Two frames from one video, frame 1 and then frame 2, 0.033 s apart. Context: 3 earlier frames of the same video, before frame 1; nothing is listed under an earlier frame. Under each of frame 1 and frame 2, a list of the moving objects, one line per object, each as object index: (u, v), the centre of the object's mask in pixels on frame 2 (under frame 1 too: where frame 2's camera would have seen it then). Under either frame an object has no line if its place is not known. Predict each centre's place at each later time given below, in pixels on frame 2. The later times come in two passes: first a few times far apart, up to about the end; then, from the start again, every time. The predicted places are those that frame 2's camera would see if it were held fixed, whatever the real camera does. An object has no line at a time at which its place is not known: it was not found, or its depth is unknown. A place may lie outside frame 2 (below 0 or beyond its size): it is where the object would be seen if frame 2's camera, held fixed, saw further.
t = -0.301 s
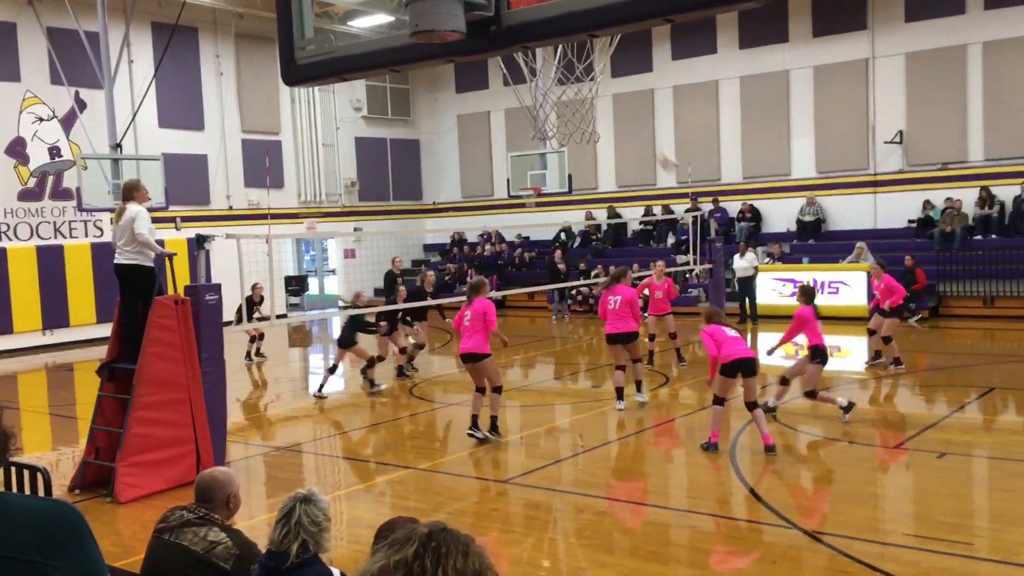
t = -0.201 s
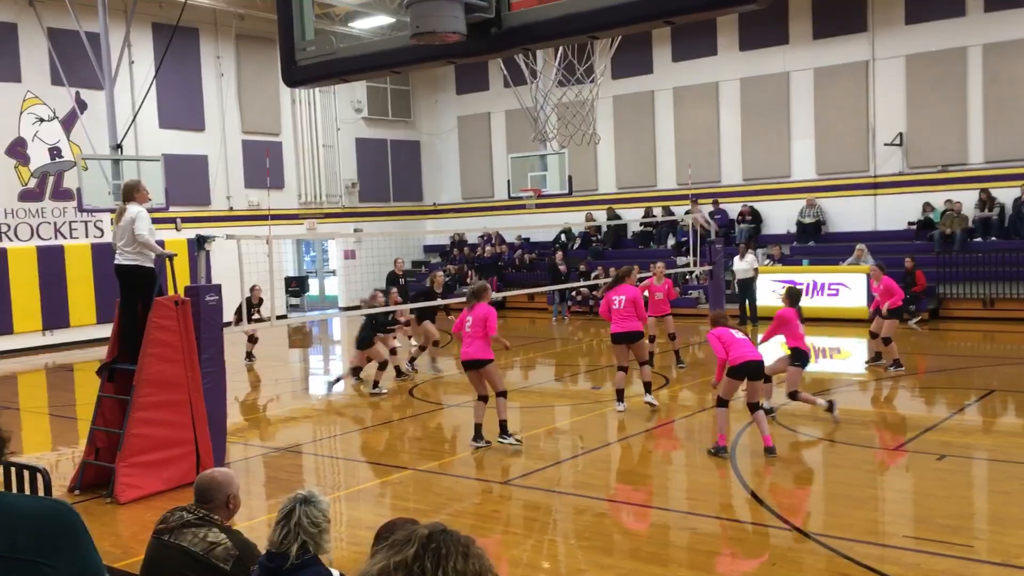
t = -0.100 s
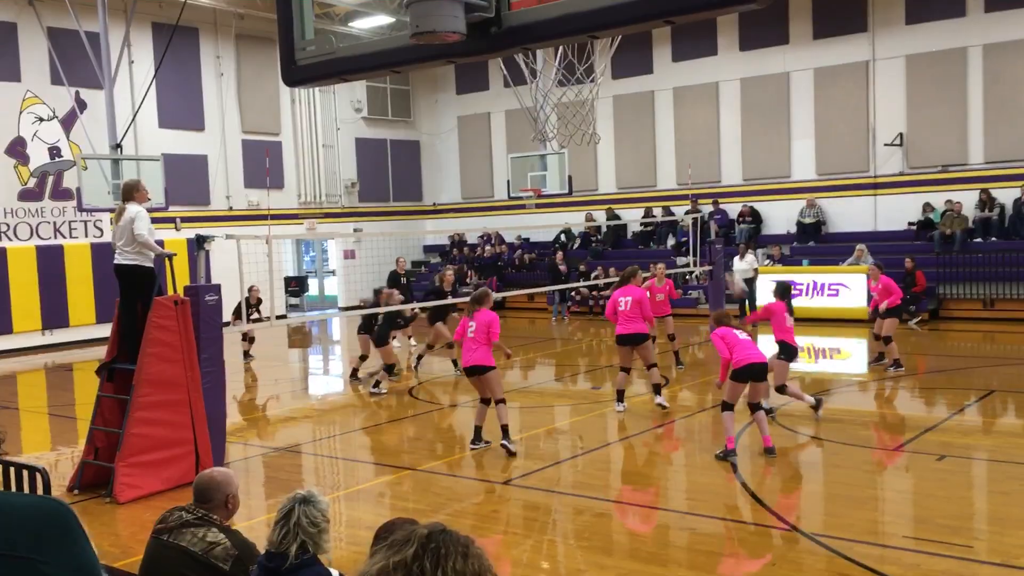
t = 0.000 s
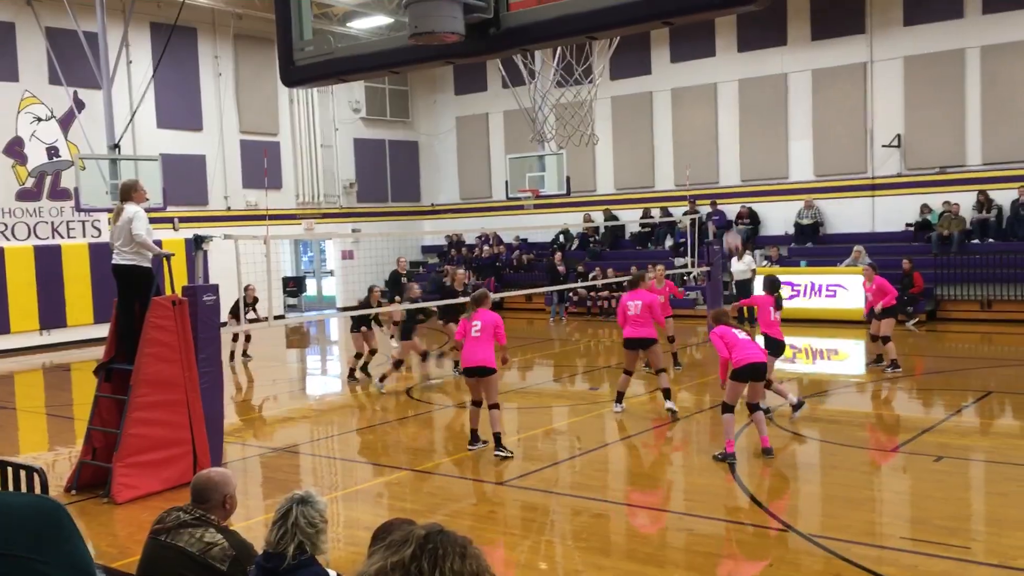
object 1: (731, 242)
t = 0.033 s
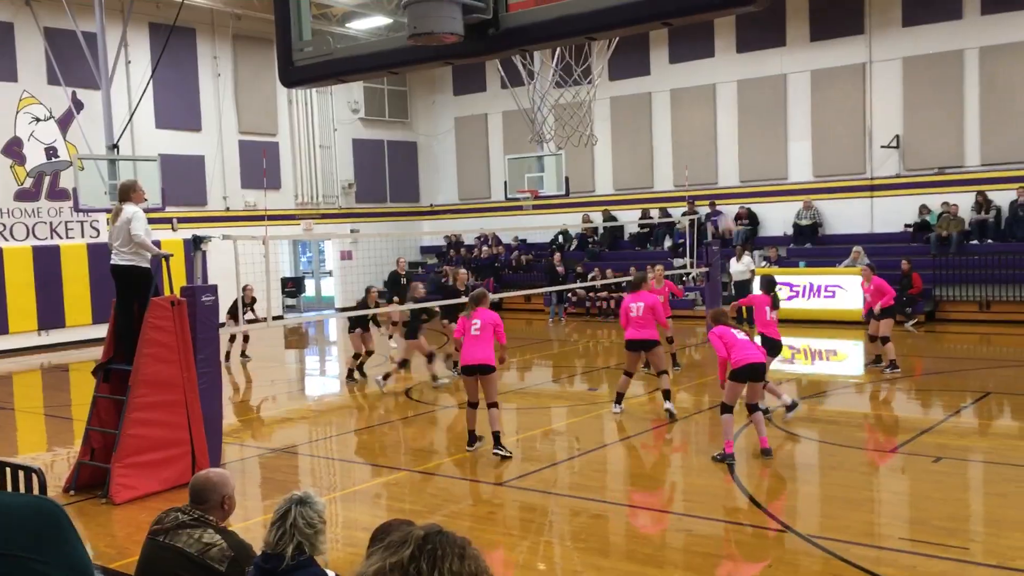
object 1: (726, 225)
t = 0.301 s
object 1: (700, 125)
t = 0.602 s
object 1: (679, 94)
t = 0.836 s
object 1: (667, 114)
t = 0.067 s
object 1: (721, 208)
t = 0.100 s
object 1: (719, 193)
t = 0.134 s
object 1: (715, 178)
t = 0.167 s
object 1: (712, 166)
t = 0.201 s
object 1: (709, 154)
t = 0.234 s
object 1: (706, 143)
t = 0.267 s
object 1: (702, 134)
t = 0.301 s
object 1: (700, 125)
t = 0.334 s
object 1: (698, 118)
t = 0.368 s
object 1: (695, 112)
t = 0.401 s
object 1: (693, 107)
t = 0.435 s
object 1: (690, 103)
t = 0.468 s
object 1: (687, 99)
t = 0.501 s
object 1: (685, 96)
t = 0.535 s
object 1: (682, 94)
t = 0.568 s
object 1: (681, 93)
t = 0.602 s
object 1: (679, 94)
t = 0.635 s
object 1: (677, 95)
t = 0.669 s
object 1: (675, 96)
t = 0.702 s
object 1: (674, 98)
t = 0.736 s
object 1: (672, 102)
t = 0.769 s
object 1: (670, 105)
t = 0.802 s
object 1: (669, 109)
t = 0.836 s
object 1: (667, 114)
